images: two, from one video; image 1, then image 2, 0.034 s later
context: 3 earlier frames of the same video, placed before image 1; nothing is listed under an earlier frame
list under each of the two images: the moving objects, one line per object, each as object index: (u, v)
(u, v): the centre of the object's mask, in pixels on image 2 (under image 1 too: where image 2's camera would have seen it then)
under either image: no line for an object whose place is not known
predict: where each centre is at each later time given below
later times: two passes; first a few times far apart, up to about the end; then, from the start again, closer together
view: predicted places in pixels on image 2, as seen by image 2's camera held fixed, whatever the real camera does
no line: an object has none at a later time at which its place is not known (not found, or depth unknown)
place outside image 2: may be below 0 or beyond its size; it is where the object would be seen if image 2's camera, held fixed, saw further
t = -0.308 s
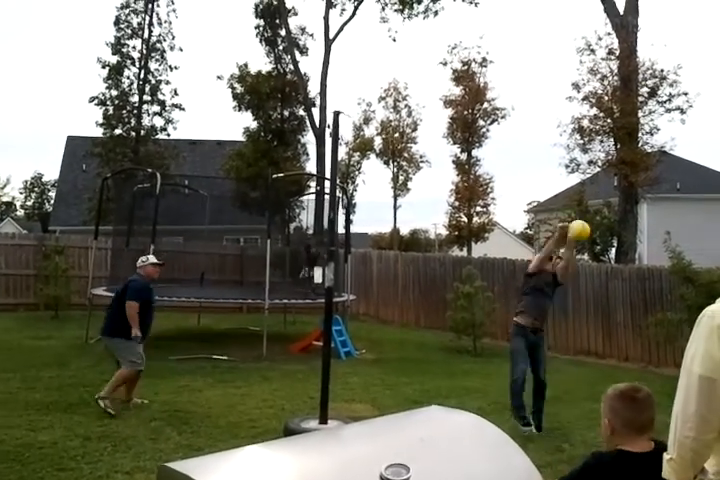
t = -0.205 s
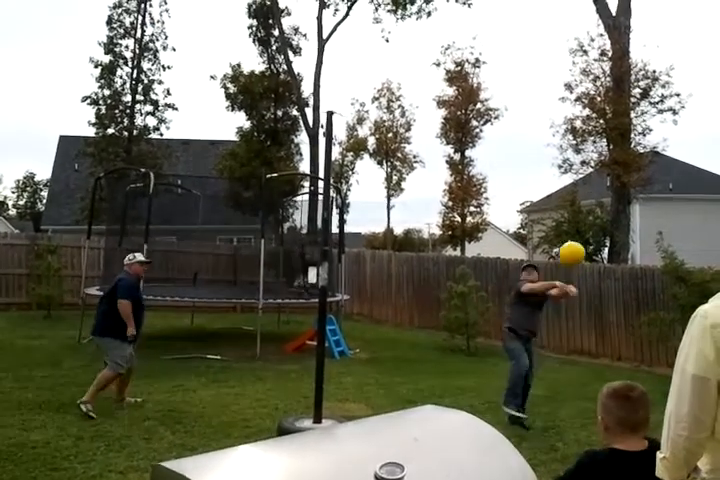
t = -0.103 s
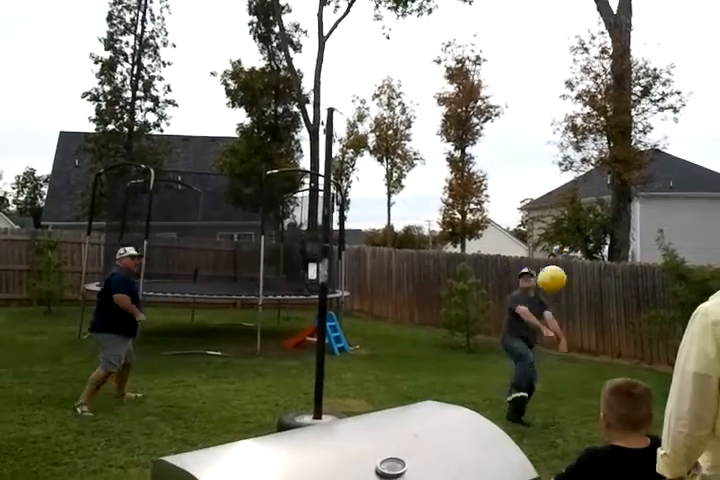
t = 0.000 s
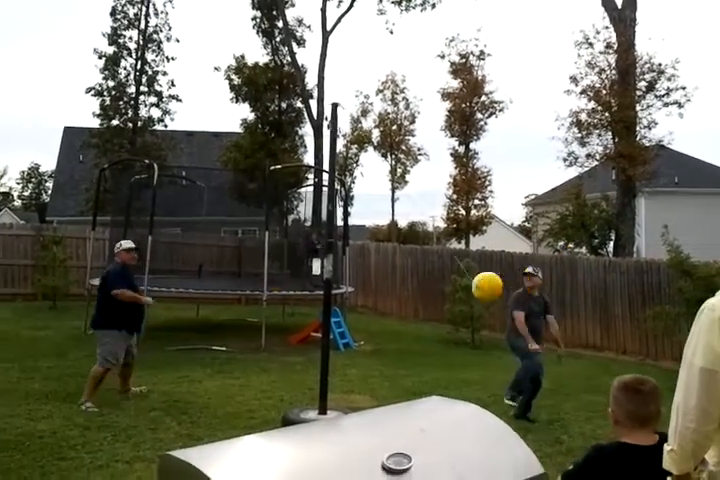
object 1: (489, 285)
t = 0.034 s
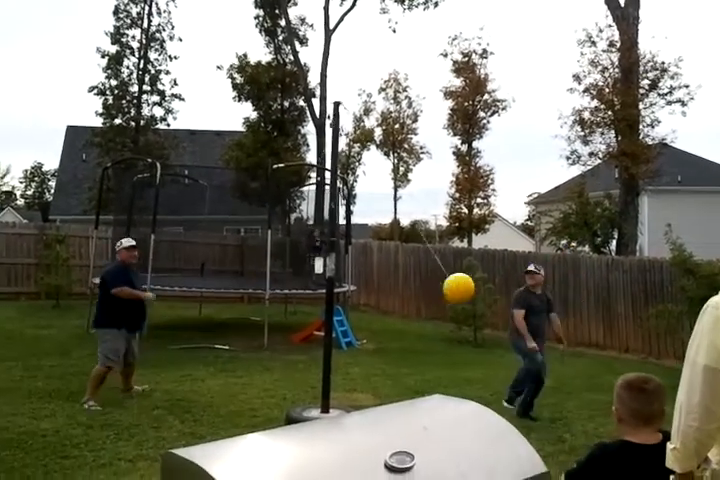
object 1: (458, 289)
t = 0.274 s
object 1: (200, 260)
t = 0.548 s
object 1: (64, 192)
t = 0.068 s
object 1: (424, 290)
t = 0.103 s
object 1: (387, 290)
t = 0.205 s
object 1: (273, 274)
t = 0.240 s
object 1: (235, 268)
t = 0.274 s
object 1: (200, 260)
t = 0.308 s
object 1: (169, 251)
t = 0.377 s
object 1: (120, 230)
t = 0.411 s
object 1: (102, 222)
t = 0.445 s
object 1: (86, 214)
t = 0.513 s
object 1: (67, 199)
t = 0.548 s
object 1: (64, 192)
